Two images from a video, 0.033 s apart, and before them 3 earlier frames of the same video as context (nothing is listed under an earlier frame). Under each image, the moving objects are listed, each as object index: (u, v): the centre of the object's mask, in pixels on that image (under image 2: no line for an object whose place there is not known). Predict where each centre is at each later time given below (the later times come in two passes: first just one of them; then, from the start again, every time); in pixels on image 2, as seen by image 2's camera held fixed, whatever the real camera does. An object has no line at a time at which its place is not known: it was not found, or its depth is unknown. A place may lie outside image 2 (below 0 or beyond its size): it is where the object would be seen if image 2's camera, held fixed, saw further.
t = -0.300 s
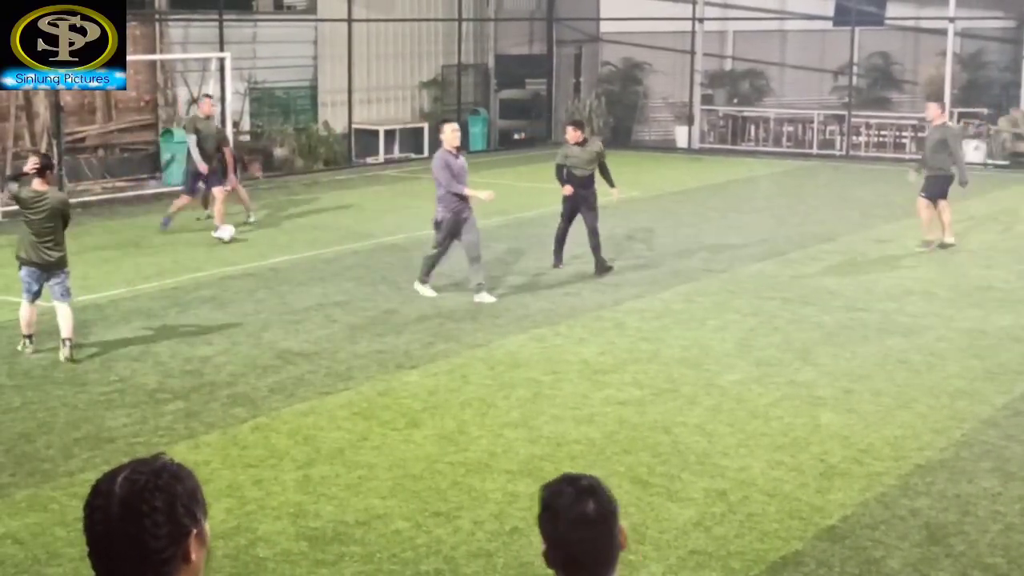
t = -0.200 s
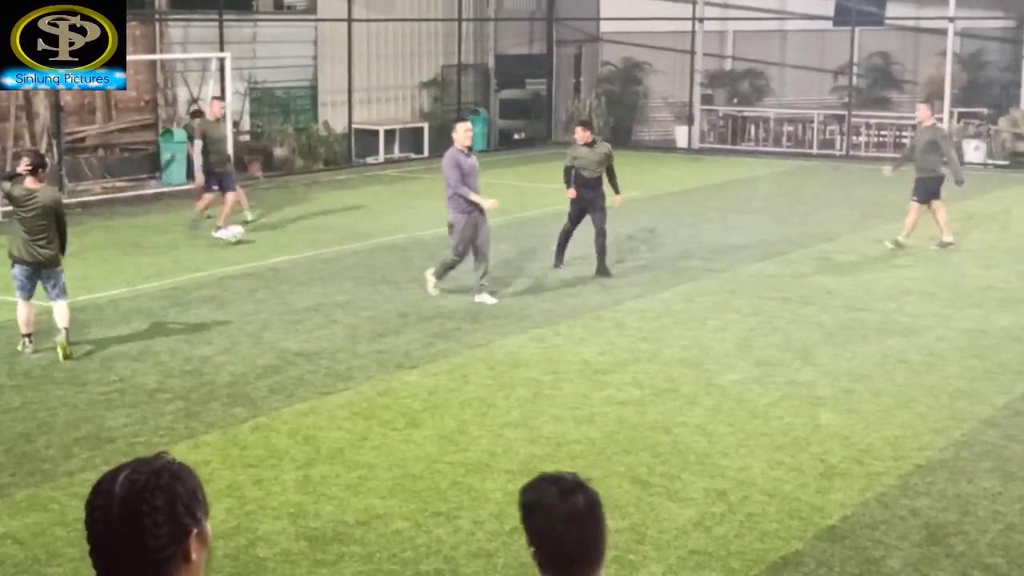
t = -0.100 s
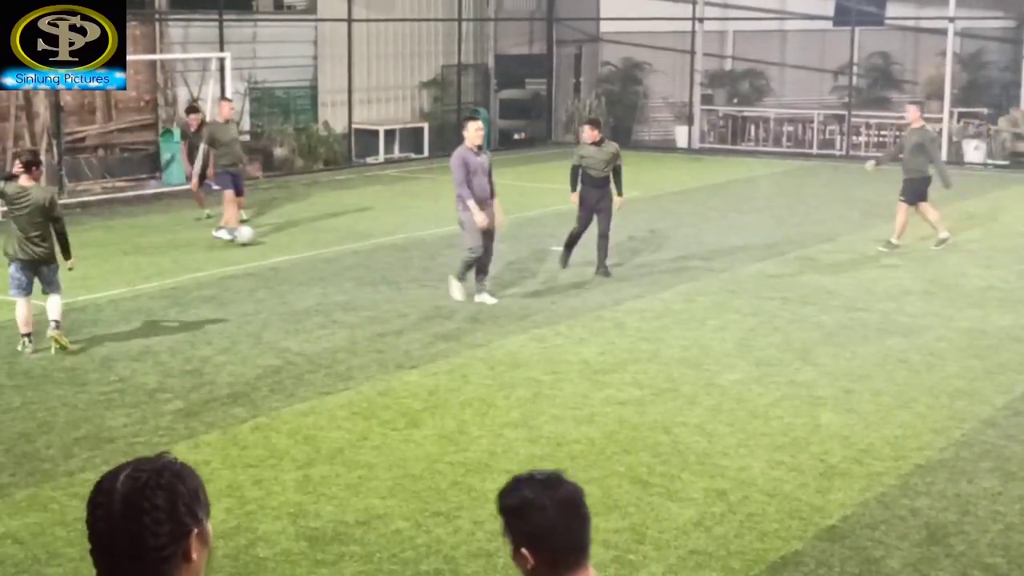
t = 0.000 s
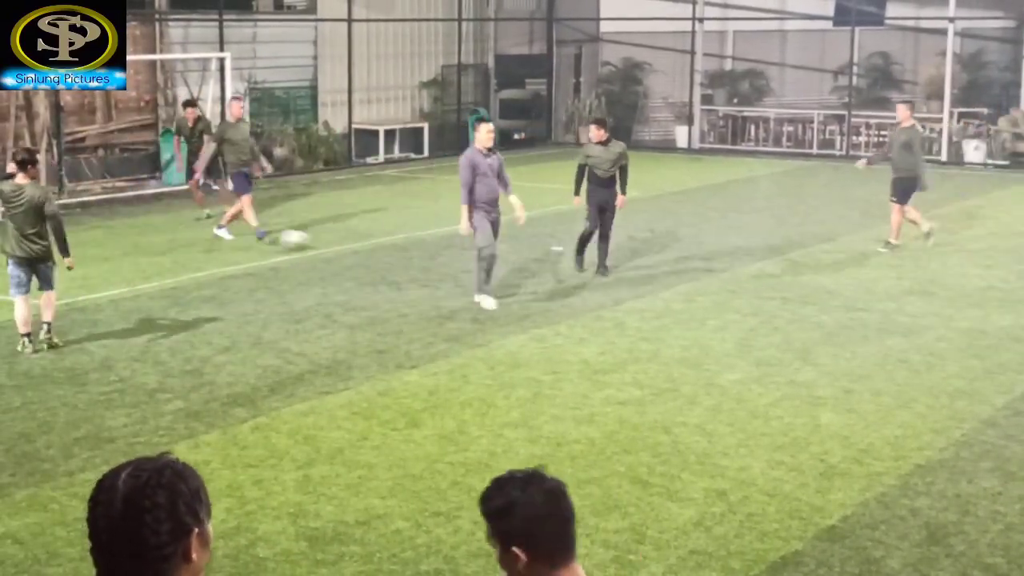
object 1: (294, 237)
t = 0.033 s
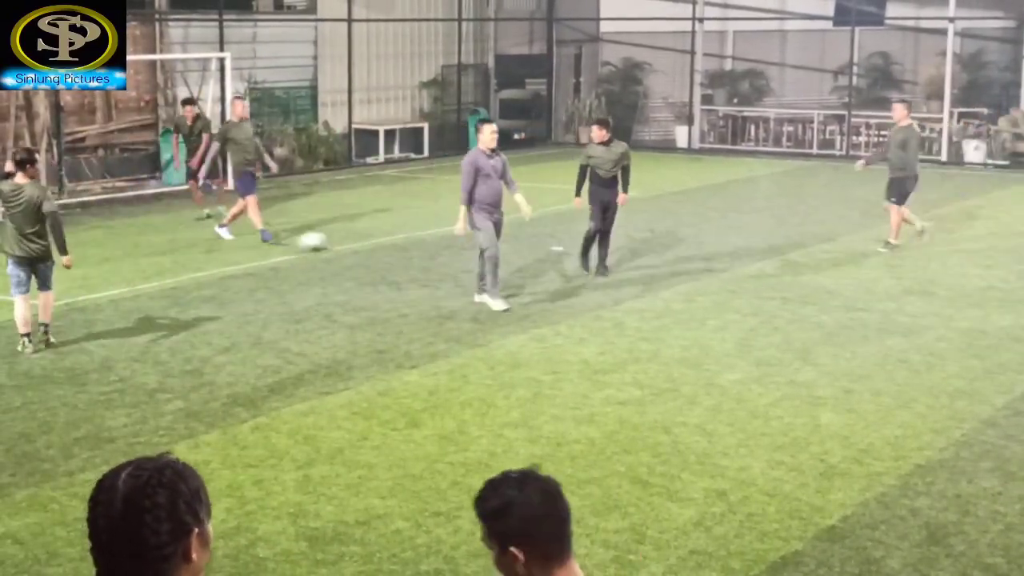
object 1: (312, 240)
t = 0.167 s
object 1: (379, 248)
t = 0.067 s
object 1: (328, 241)
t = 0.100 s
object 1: (344, 242)
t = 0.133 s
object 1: (361, 245)
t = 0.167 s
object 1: (379, 248)
